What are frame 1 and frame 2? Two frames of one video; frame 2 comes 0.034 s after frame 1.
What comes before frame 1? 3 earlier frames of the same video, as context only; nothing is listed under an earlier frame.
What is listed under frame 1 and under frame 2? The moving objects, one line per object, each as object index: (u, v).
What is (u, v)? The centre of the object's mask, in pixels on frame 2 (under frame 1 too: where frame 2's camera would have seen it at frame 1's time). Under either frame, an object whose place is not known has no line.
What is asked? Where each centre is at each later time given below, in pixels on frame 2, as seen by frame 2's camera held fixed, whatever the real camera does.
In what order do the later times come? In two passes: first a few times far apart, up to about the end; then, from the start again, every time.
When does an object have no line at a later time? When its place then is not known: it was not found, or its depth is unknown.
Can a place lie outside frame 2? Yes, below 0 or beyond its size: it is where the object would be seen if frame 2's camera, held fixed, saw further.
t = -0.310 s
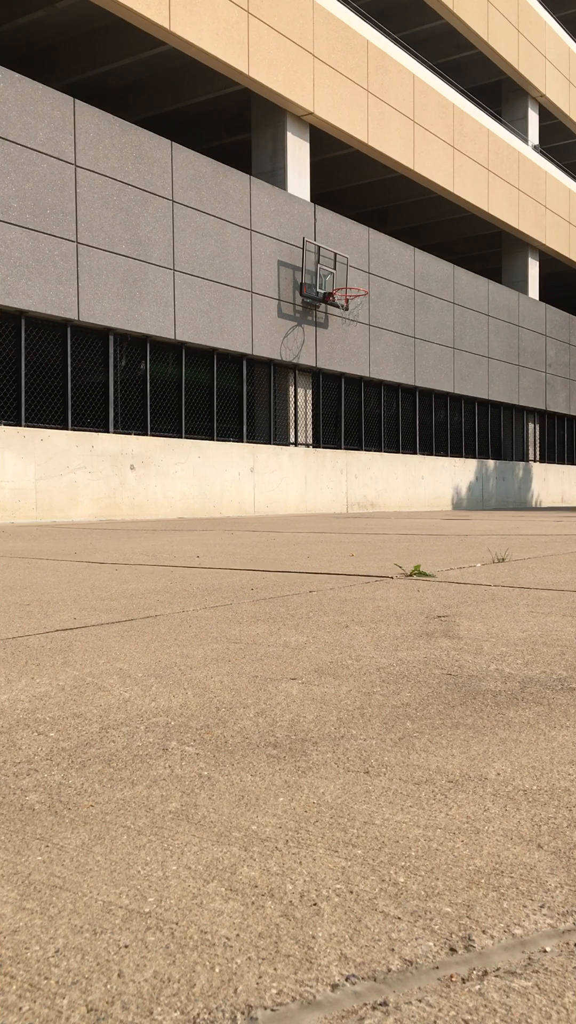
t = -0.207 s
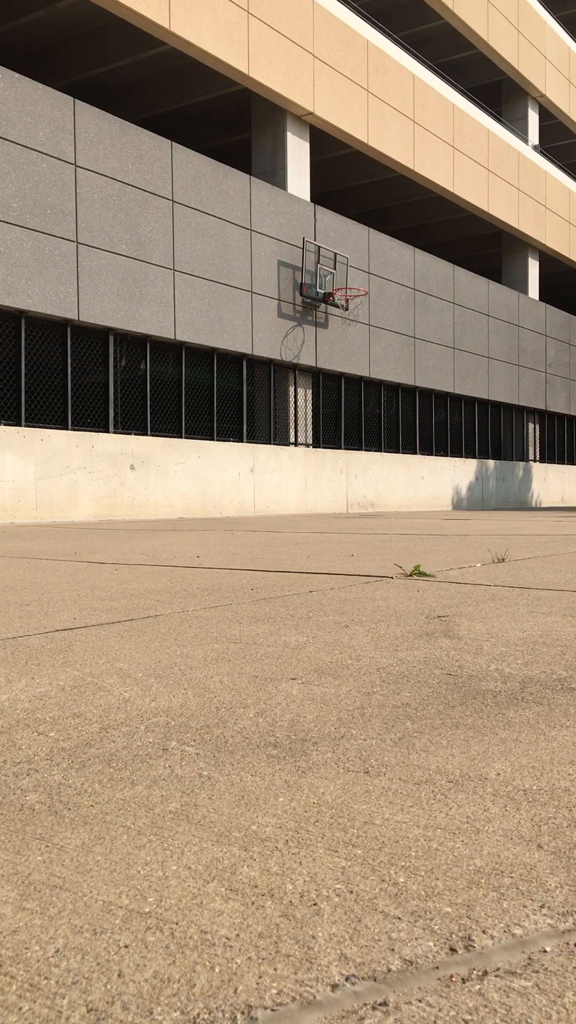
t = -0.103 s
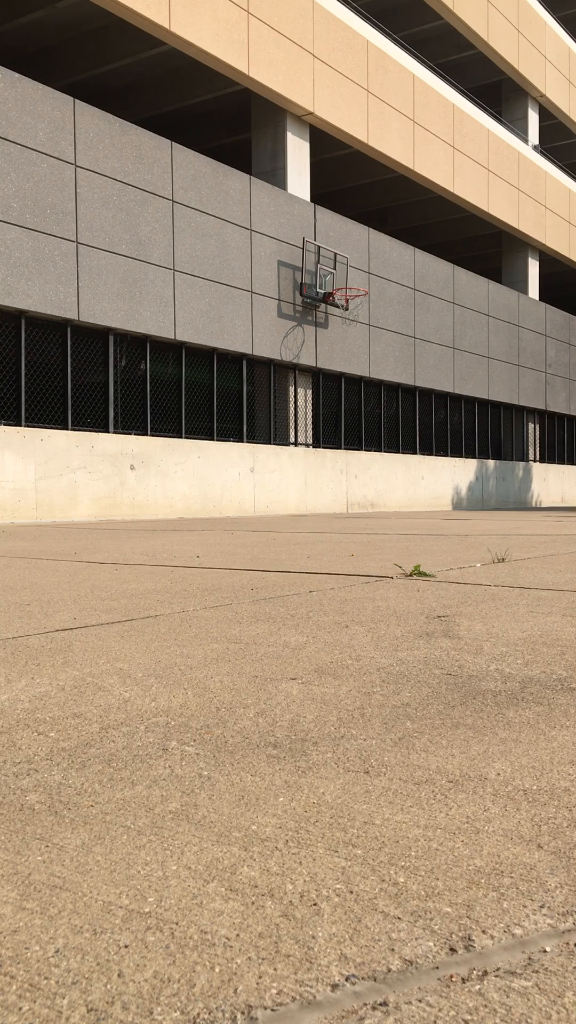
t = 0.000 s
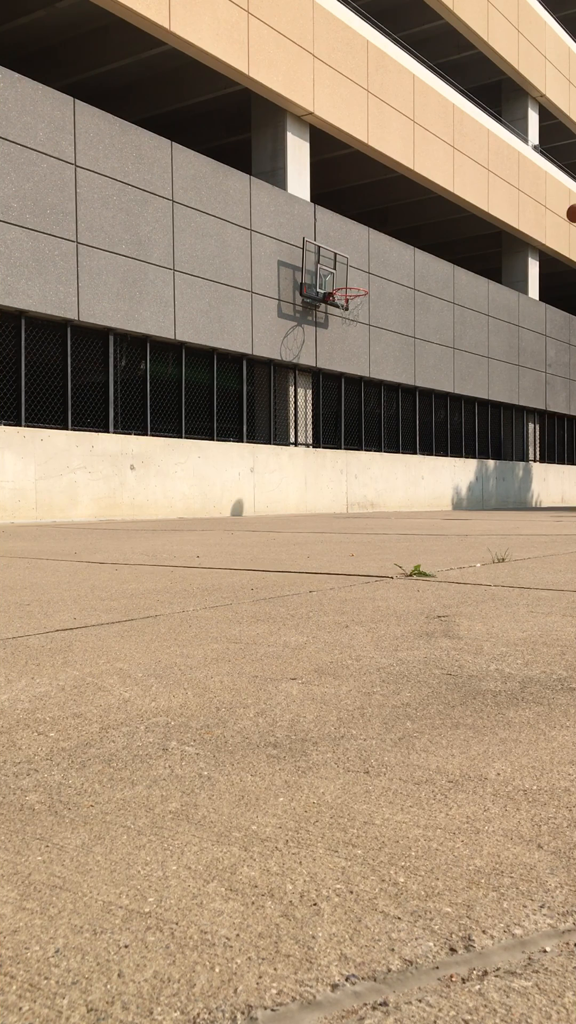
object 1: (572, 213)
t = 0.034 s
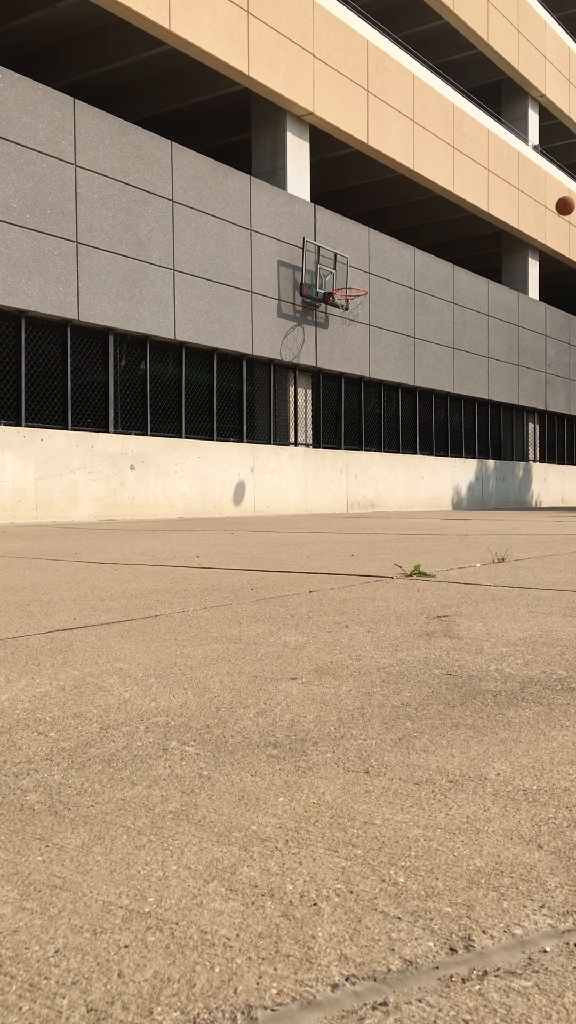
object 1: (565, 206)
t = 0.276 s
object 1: (491, 180)
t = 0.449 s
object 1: (439, 188)
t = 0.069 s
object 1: (554, 199)
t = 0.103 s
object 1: (543, 194)
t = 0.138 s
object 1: (533, 189)
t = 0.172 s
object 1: (522, 185)
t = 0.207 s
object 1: (512, 182)
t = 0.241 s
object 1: (501, 181)
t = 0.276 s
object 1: (491, 180)
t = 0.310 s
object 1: (480, 179)
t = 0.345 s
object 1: (470, 180)
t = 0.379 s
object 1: (460, 182)
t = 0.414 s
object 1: (449, 184)
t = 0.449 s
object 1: (439, 188)
